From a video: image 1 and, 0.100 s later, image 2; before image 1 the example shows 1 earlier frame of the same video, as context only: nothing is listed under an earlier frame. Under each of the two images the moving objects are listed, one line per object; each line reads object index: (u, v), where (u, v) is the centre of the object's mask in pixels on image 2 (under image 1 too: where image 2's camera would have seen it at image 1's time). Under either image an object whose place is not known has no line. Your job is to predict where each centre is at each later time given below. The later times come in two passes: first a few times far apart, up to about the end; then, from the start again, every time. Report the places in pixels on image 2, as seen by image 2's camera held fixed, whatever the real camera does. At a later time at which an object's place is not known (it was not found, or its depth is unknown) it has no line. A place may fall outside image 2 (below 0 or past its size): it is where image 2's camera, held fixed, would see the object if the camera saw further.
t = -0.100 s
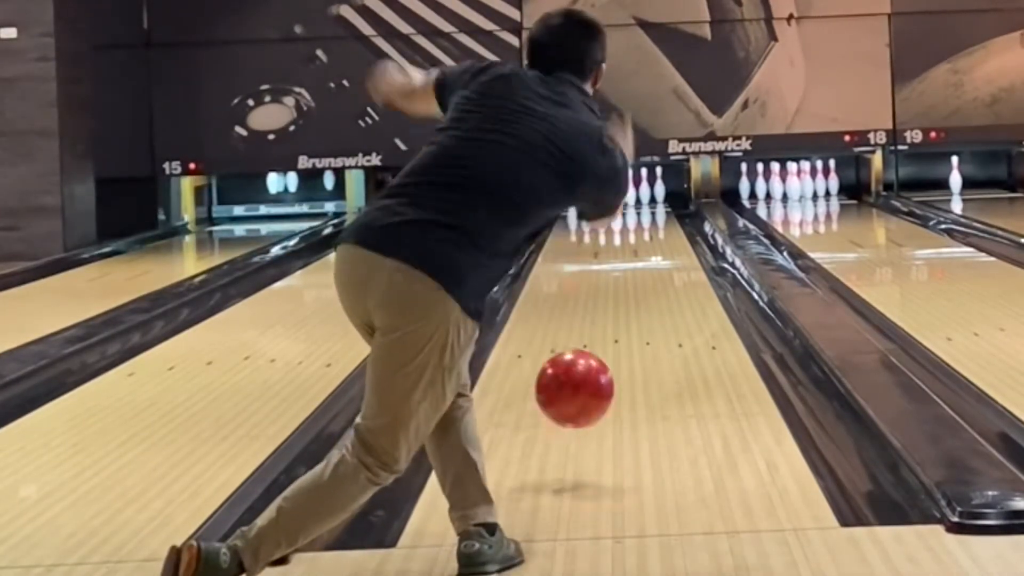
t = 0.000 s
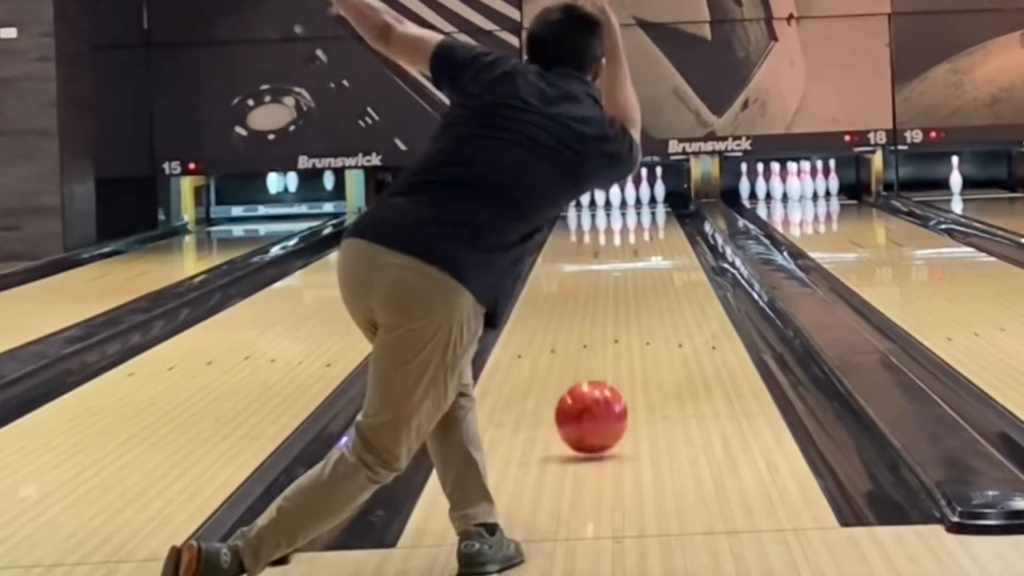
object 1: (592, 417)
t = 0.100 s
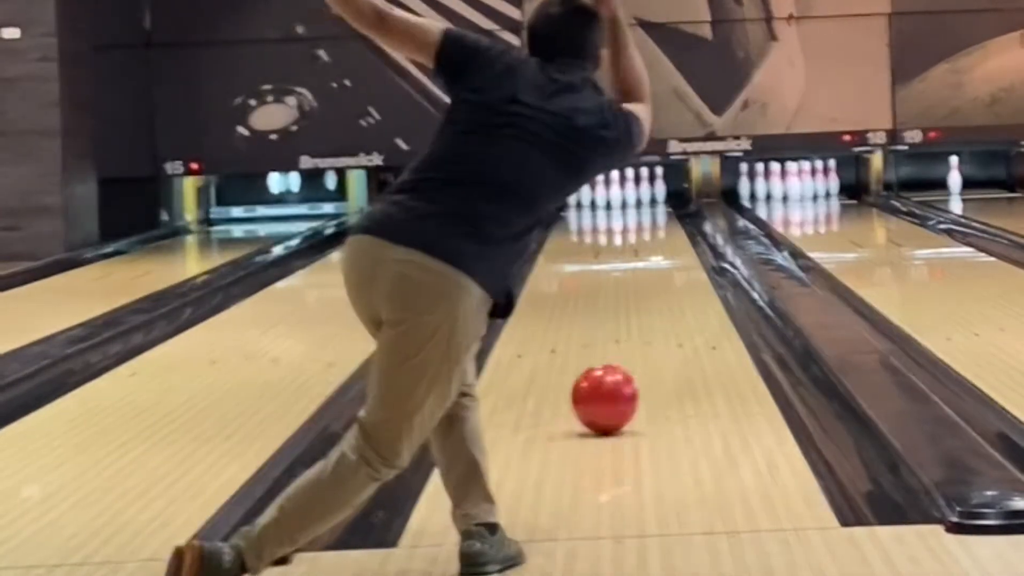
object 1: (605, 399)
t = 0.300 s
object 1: (624, 365)
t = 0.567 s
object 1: (643, 329)
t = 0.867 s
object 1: (658, 301)
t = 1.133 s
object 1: (668, 280)
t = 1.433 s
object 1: (674, 262)
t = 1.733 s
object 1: (678, 246)
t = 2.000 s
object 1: (680, 235)
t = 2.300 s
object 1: (679, 224)
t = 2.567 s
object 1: (676, 217)
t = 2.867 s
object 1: (671, 210)
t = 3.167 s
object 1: (662, 205)
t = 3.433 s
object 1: (651, 200)
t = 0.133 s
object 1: (608, 392)
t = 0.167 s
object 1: (612, 387)
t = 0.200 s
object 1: (615, 381)
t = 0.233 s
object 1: (618, 376)
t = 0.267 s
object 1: (621, 370)
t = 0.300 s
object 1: (624, 365)
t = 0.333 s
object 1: (628, 360)
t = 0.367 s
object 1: (630, 356)
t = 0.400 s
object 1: (632, 351)
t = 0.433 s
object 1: (635, 346)
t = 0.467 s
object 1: (637, 342)
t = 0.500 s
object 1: (639, 338)
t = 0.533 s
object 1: (641, 334)
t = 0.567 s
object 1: (643, 329)
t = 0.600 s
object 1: (645, 326)
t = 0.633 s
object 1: (647, 322)
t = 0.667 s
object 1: (649, 319)
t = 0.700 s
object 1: (650, 315)
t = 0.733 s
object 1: (652, 312)
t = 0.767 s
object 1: (654, 309)
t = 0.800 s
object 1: (655, 306)
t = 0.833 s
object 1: (657, 303)
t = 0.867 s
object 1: (658, 301)
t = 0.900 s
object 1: (659, 298)
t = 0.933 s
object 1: (660, 295)
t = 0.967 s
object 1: (662, 292)
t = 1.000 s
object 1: (663, 290)
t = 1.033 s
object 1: (664, 287)
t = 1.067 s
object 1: (665, 285)
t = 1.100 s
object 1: (666, 283)
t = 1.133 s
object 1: (668, 280)
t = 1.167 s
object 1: (668, 278)
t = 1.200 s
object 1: (669, 276)
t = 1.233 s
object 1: (670, 273)
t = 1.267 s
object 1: (671, 271)
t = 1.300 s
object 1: (672, 269)
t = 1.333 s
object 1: (672, 267)
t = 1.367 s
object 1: (673, 265)
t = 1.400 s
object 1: (673, 263)
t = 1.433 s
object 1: (674, 262)
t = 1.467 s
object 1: (675, 260)
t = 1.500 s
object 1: (676, 258)
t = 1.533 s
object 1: (676, 256)
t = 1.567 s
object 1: (677, 254)
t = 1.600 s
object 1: (677, 253)
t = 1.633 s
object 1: (677, 251)
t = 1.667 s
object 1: (678, 249)
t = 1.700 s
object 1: (678, 248)
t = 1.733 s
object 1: (678, 246)
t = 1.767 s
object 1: (679, 245)
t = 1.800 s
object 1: (679, 243)
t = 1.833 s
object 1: (679, 242)
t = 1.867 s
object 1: (679, 240)
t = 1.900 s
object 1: (680, 239)
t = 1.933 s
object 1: (680, 237)
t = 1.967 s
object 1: (680, 236)
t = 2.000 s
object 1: (680, 235)
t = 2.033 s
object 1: (680, 233)
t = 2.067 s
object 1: (680, 232)
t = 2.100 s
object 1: (680, 231)
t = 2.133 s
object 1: (679, 230)
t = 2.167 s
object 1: (679, 229)
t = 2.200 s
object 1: (679, 227)
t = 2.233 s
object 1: (679, 226)
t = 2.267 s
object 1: (679, 226)
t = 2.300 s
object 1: (679, 224)
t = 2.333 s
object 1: (679, 224)
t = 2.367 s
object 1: (679, 223)
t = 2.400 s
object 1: (678, 222)
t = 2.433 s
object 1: (678, 221)
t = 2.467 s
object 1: (677, 220)
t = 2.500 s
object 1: (676, 219)
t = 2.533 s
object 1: (677, 218)
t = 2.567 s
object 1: (676, 217)
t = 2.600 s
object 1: (676, 216)
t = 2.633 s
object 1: (675, 216)
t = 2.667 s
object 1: (675, 214)
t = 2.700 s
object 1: (674, 214)
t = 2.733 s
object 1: (673, 213)
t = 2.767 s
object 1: (672, 213)
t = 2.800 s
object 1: (672, 212)
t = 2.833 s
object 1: (671, 211)
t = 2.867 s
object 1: (671, 210)
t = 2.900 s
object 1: (670, 209)
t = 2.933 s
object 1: (669, 209)
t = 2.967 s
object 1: (669, 208)
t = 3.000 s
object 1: (667, 208)
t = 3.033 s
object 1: (666, 207)
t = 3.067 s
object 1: (665, 206)
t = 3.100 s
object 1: (664, 206)
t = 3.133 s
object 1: (663, 205)
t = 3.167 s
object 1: (662, 205)
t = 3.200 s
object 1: (661, 204)
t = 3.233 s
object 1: (659, 203)
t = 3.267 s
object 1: (658, 203)
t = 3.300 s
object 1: (656, 202)
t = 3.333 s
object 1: (656, 201)
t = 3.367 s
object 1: (654, 201)
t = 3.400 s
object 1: (653, 200)
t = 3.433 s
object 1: (651, 200)
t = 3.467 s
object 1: (650, 199)
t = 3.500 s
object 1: (649, 200)
